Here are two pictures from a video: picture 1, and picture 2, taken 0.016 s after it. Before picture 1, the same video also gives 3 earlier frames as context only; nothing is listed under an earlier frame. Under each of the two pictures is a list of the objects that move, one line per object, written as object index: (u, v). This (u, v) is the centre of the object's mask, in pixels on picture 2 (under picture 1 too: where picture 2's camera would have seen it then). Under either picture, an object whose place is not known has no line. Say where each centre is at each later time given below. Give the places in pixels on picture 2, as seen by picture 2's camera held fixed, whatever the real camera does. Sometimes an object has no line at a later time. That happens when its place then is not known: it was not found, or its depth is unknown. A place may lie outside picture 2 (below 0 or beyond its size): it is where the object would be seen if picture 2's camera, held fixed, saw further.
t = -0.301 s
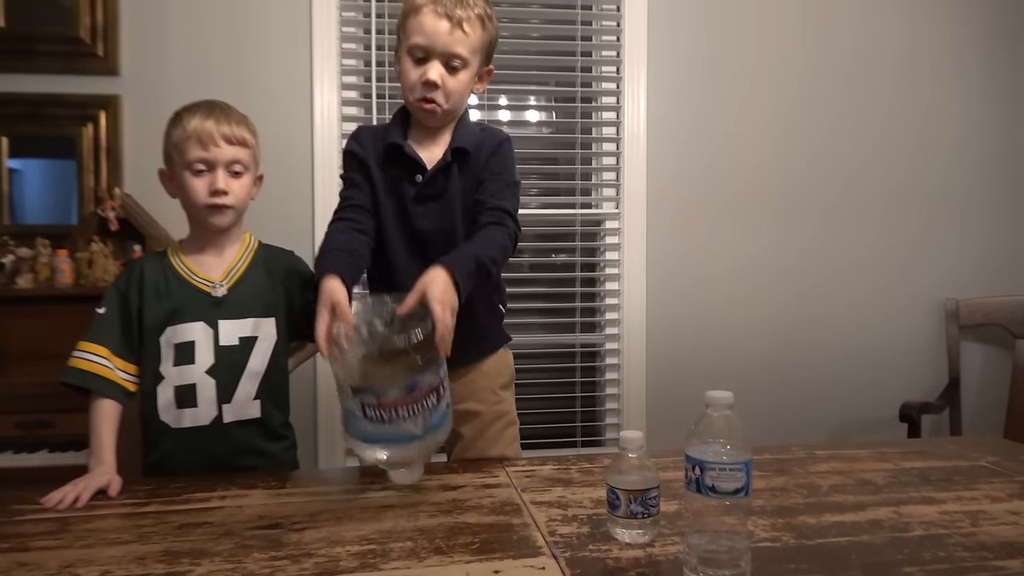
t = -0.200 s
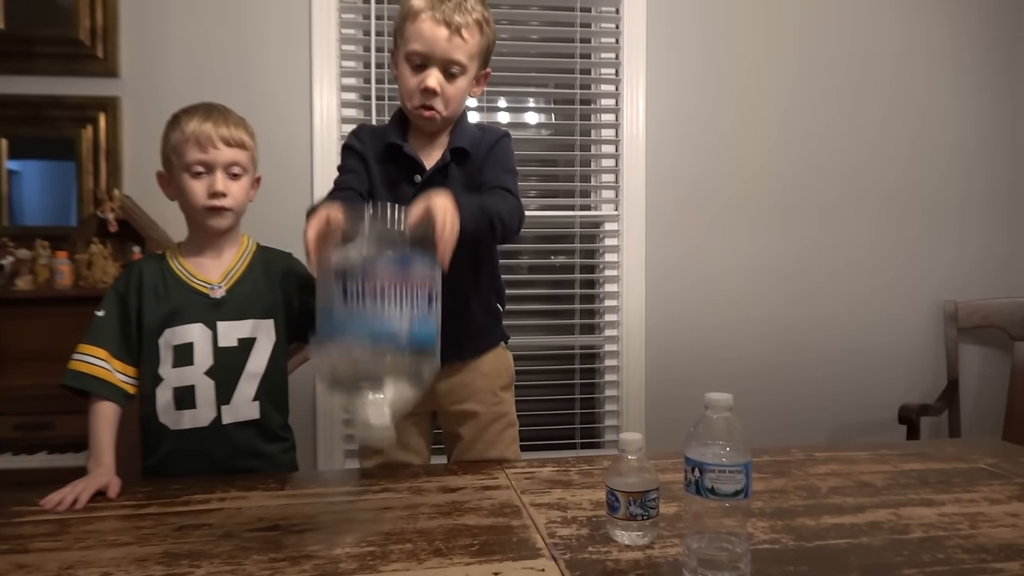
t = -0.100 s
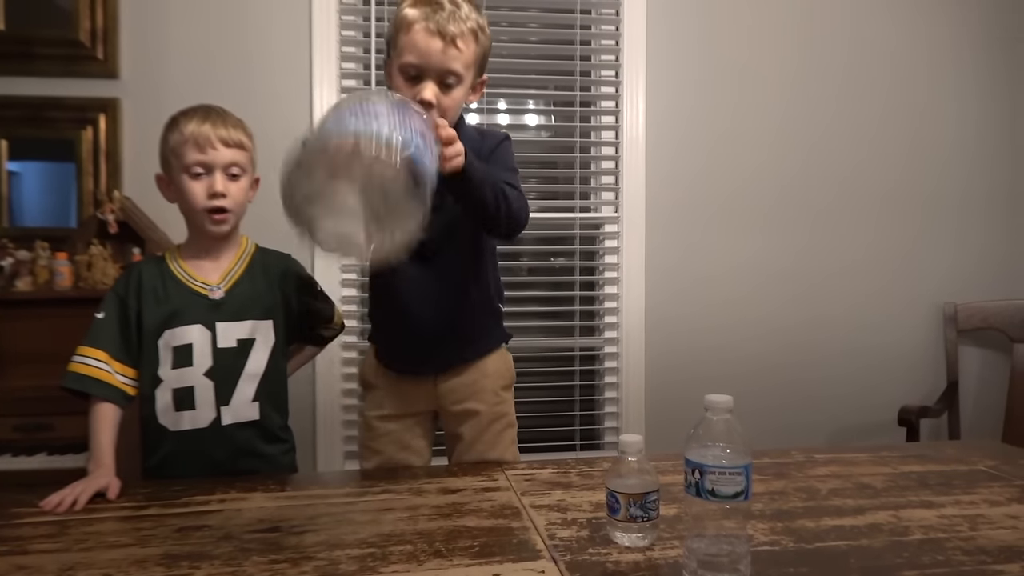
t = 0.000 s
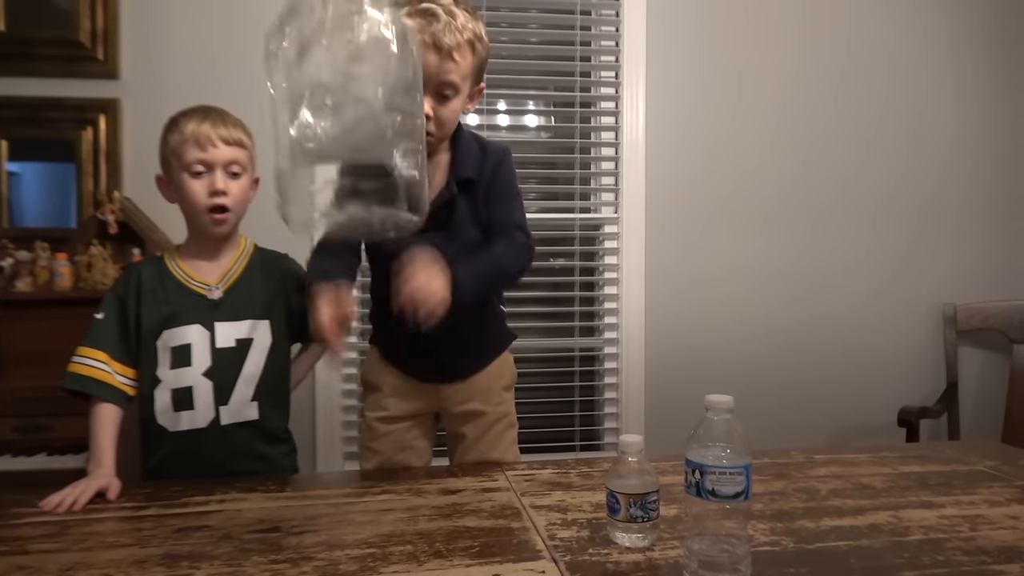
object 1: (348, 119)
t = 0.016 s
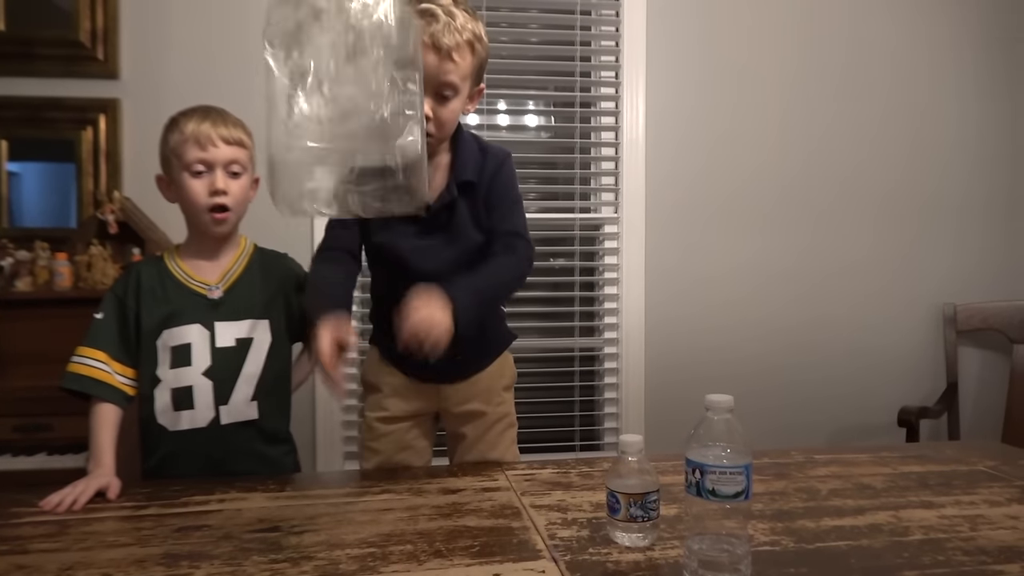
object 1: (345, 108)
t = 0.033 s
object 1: (343, 103)
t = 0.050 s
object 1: (341, 96)
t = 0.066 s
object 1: (339, 85)
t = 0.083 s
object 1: (336, 70)
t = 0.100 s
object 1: (334, 60)
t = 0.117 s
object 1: (335, 51)
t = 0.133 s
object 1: (334, 51)
